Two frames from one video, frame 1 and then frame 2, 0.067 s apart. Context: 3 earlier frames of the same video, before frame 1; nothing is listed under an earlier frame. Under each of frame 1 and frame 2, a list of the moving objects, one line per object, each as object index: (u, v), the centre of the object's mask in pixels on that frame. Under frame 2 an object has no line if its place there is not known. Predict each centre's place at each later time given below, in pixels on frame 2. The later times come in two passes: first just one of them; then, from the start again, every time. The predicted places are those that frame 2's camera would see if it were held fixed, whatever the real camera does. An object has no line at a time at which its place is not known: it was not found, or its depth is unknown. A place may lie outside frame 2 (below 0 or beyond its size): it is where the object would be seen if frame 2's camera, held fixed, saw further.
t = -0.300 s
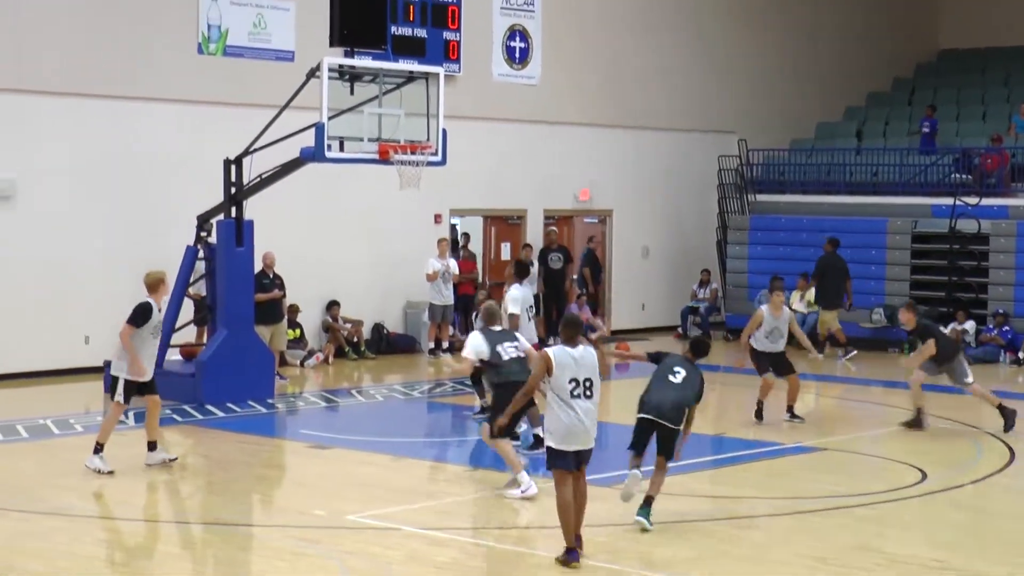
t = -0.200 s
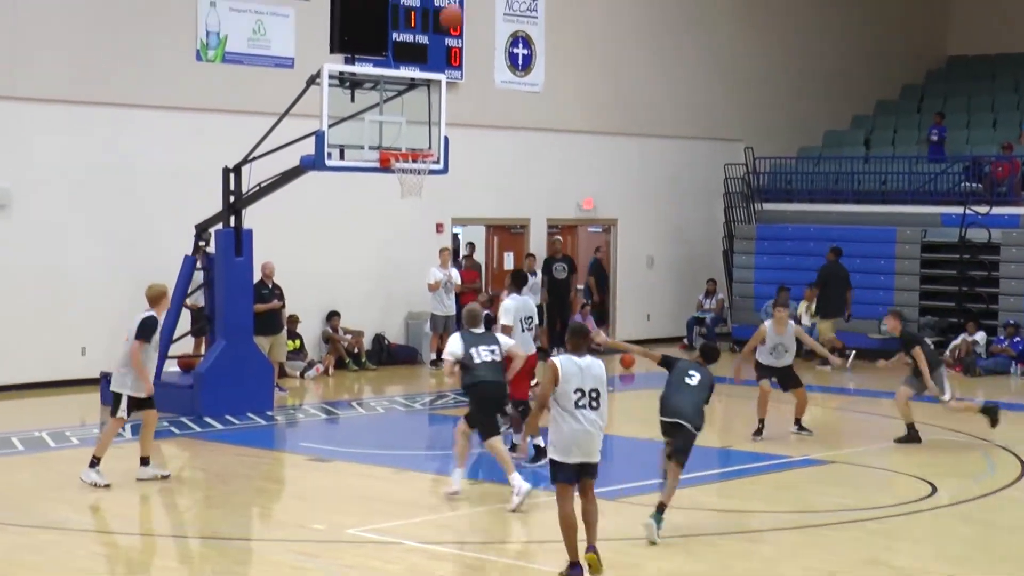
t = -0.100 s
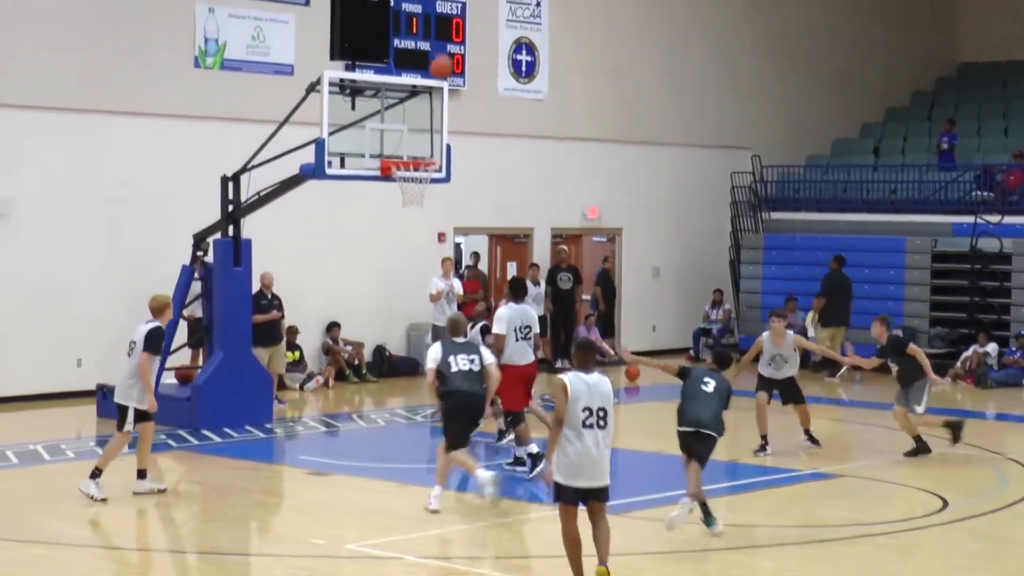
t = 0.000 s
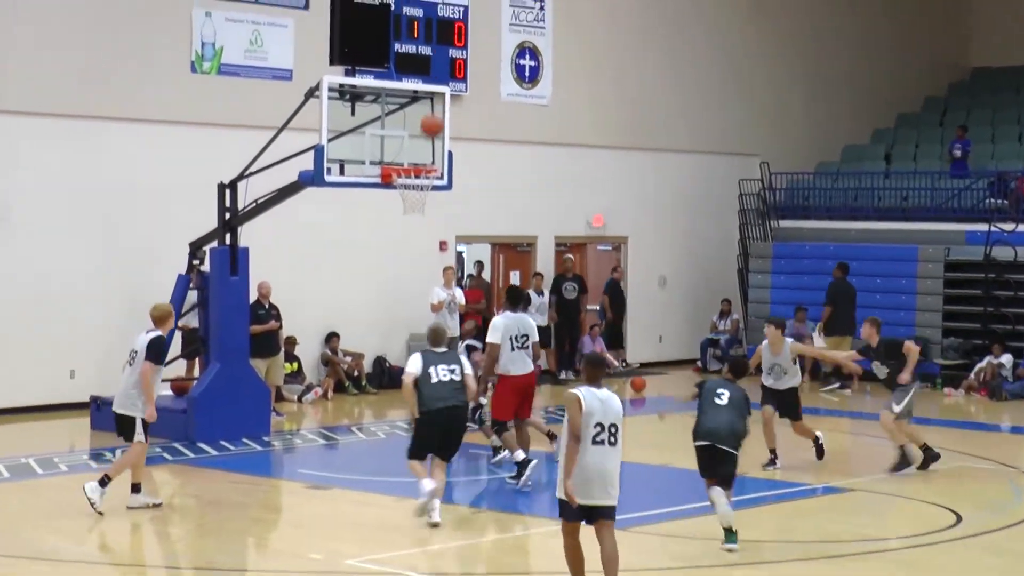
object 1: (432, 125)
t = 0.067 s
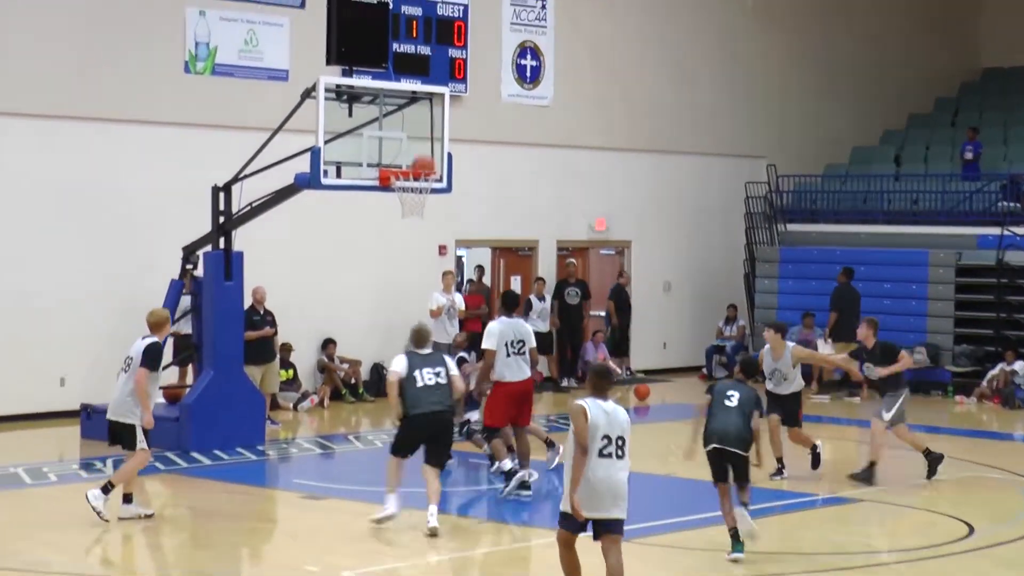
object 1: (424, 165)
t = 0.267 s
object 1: (427, 187)
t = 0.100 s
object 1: (411, 170)
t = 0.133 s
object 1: (402, 174)
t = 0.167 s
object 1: (410, 174)
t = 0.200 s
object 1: (415, 178)
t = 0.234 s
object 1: (421, 183)
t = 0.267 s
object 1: (427, 187)
